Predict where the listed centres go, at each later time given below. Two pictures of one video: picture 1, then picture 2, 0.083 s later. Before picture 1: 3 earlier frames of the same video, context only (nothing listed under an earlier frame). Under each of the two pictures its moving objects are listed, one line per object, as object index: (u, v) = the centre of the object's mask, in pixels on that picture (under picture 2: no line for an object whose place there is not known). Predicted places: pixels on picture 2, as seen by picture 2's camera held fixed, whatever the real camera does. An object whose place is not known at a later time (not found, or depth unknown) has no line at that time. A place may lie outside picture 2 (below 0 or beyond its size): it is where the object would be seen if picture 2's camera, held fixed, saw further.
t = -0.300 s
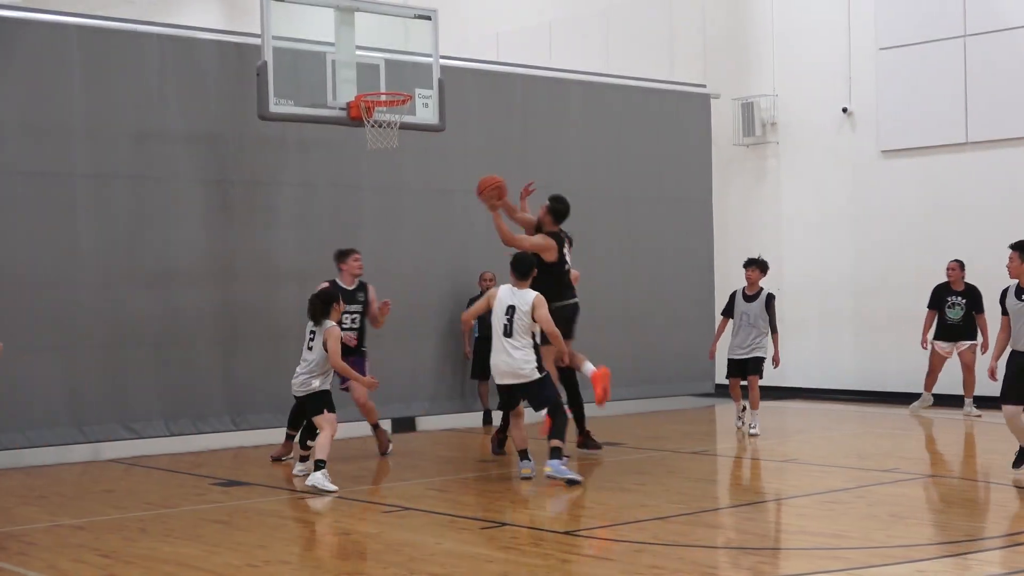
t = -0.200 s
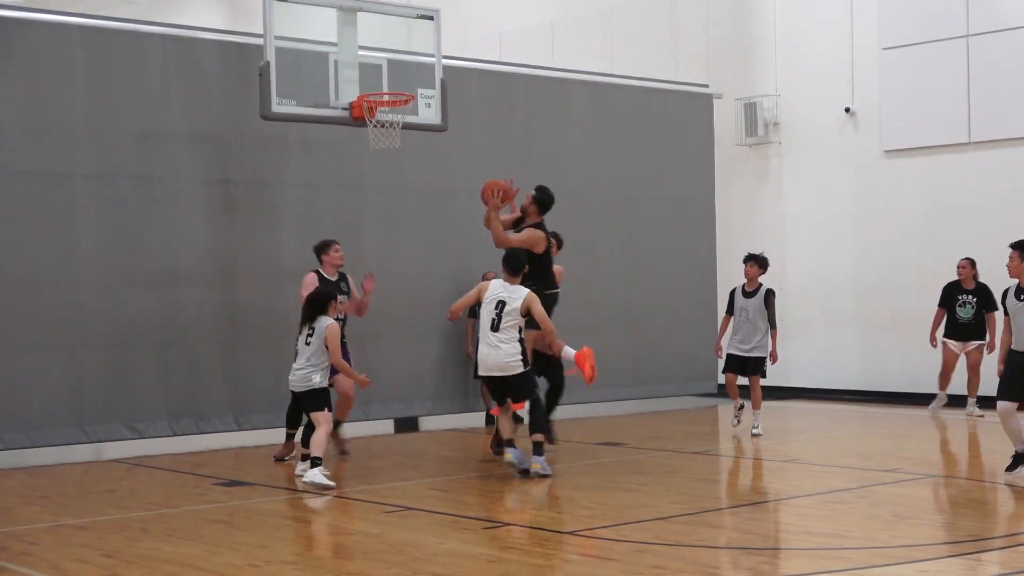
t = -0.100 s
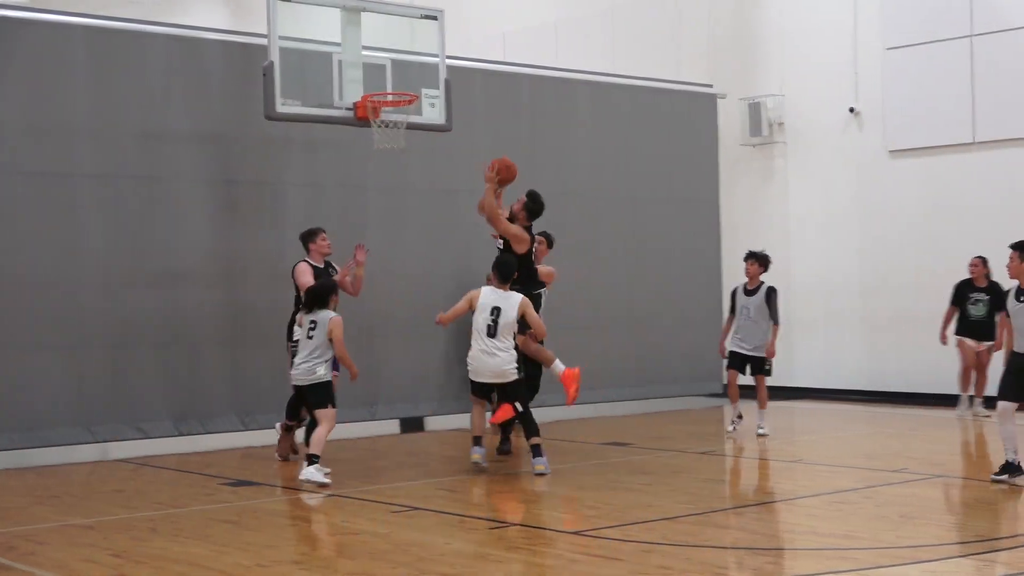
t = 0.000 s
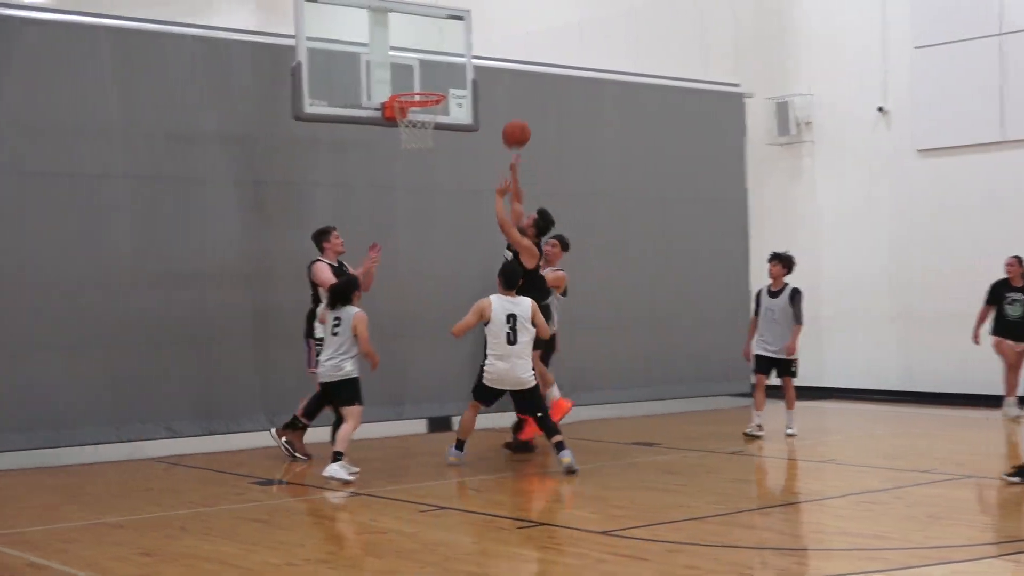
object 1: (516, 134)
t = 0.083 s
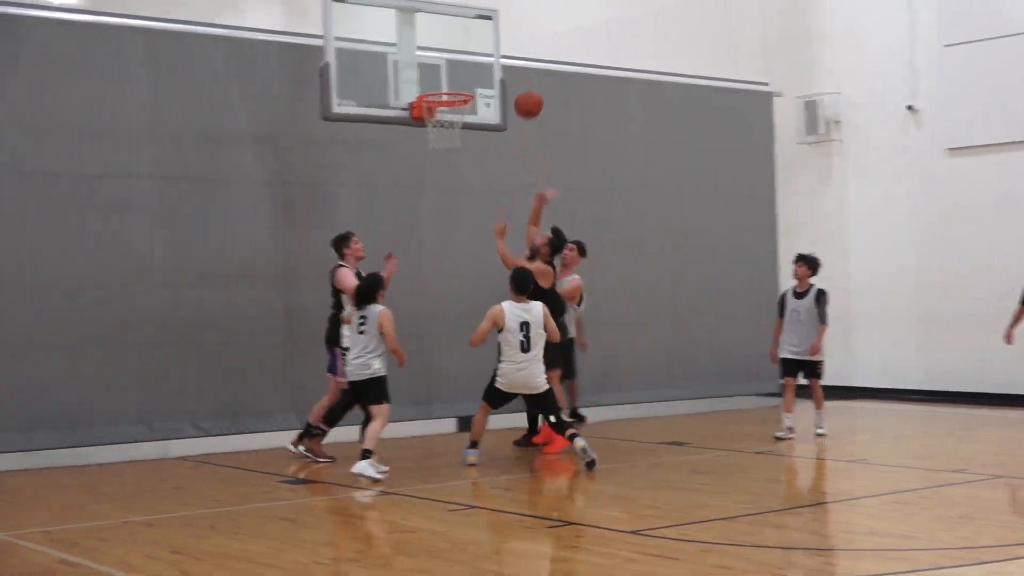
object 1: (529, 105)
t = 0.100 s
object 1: (526, 99)
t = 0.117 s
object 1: (522, 95)
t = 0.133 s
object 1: (520, 91)
